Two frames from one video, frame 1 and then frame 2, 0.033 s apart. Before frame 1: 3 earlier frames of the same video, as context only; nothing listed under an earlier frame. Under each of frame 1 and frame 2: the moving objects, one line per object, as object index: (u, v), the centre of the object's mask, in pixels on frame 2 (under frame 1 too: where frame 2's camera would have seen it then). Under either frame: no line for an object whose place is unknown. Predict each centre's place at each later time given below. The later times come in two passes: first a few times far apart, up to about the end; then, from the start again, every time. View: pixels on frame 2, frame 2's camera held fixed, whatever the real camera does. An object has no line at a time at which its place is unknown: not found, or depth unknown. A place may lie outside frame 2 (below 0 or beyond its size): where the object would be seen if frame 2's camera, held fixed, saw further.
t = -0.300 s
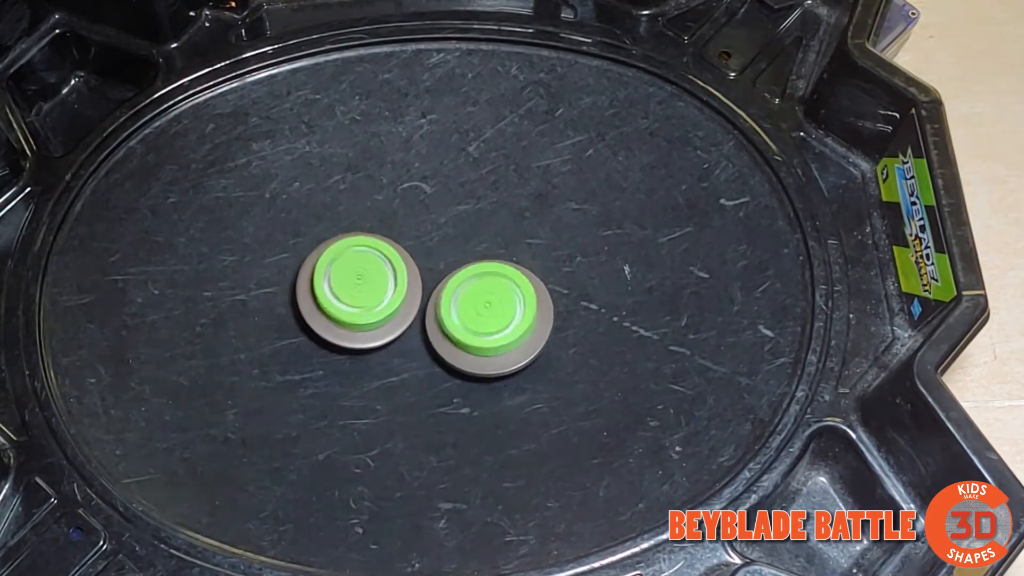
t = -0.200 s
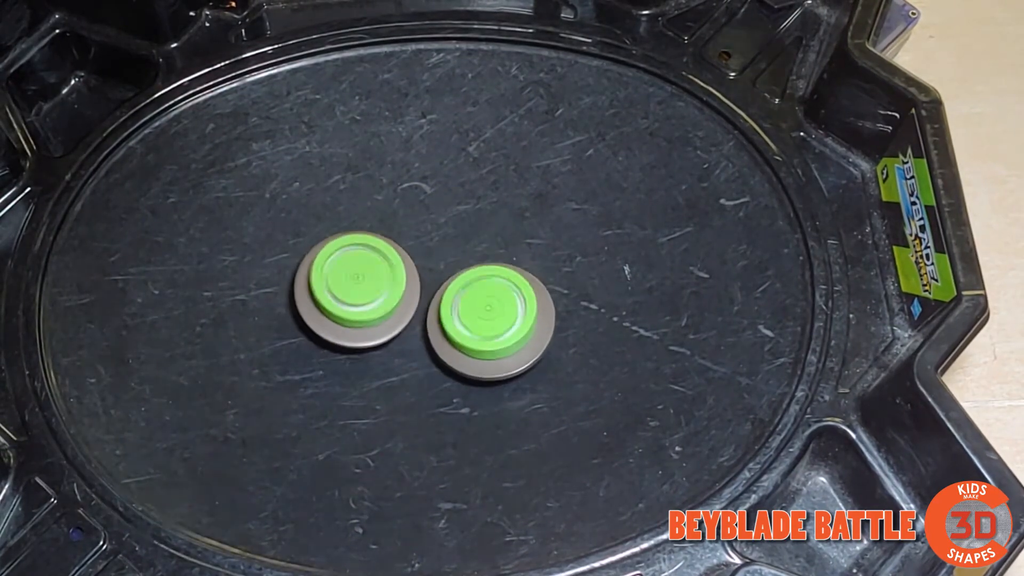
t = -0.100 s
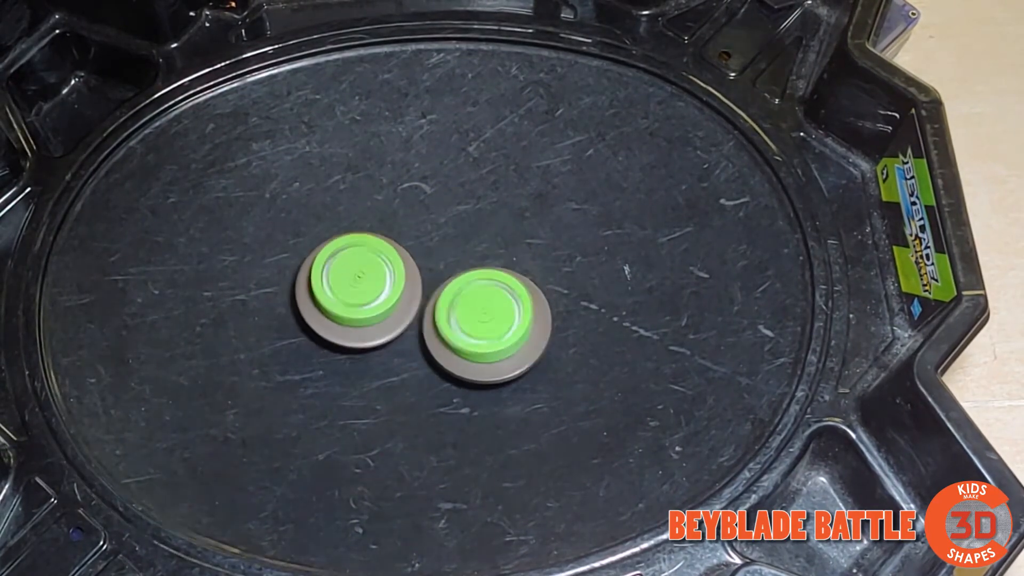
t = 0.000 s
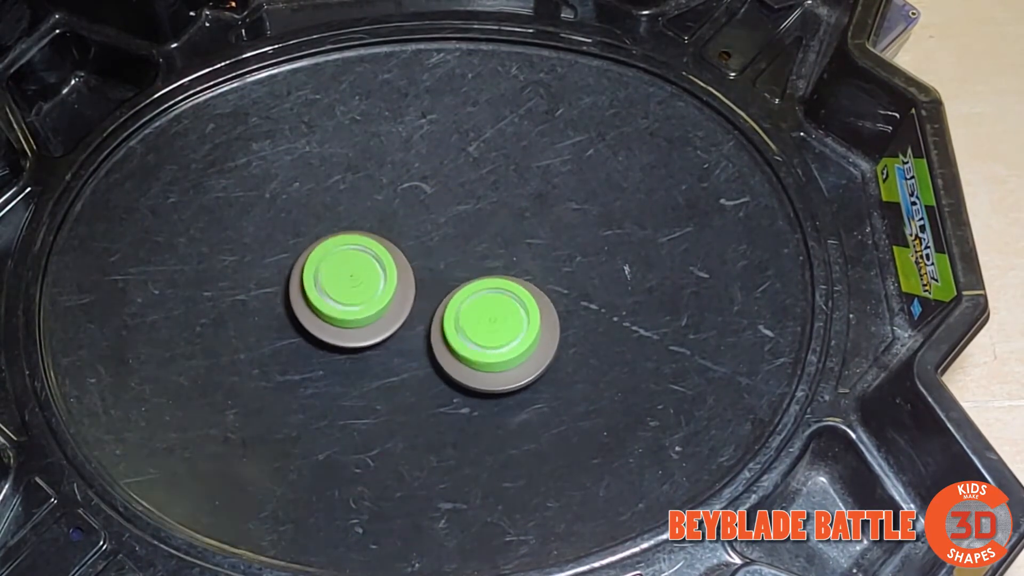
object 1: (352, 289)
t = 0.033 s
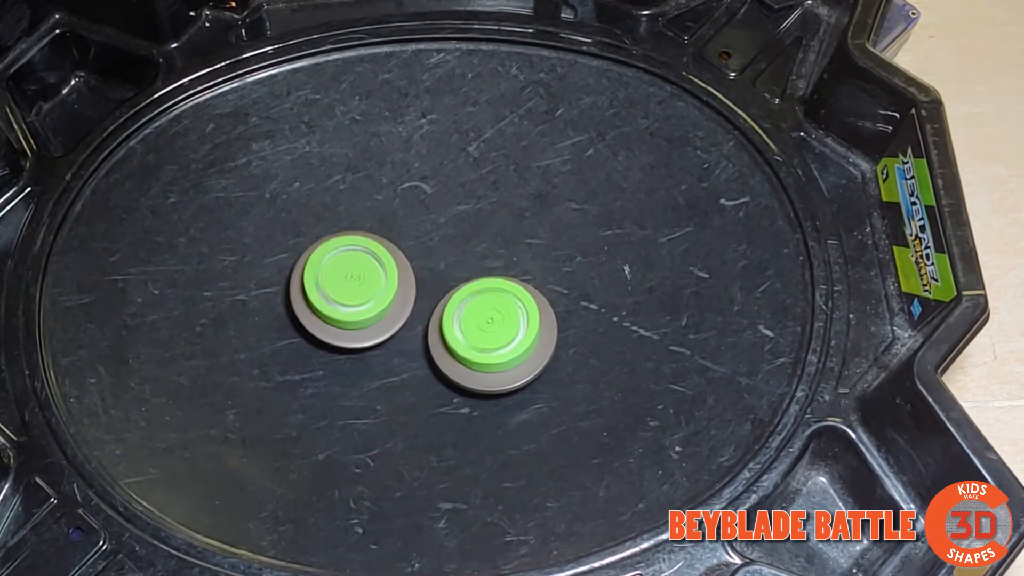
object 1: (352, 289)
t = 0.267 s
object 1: (357, 291)
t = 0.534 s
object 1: (360, 284)
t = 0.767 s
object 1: (356, 279)
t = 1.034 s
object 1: (346, 272)
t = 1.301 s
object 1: (348, 271)
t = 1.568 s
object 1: (349, 265)
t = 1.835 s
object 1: (354, 258)
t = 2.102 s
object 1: (352, 250)
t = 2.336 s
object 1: (353, 252)
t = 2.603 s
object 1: (358, 259)
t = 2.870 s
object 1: (361, 265)
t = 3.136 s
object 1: (355, 268)
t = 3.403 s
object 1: (345, 276)
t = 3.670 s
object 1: (347, 287)
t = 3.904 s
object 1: (350, 297)
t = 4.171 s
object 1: (345, 297)
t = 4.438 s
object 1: (341, 296)
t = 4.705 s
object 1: (345, 296)
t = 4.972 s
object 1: (345, 296)
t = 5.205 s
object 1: (350, 294)
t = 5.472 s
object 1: (351, 292)
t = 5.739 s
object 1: (348, 290)
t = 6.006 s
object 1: (353, 294)
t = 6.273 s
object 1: (355, 294)
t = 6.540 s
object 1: (350, 296)
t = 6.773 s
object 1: (351, 297)
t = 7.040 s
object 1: (349, 300)
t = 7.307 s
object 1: (343, 299)
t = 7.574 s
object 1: (344, 298)
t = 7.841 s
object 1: (342, 295)
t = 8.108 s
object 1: (344, 296)
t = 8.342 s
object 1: (348, 299)
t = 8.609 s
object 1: (347, 299)
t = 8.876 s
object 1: (348, 299)
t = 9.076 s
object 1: (349, 300)
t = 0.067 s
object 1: (354, 290)
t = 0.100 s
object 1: (357, 292)
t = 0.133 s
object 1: (359, 293)
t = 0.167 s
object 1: (358, 293)
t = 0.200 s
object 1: (356, 292)
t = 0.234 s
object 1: (356, 292)
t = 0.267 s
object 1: (357, 291)
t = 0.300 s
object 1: (359, 291)
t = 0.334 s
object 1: (360, 291)
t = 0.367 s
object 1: (360, 290)
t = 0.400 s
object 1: (357, 287)
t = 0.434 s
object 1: (357, 286)
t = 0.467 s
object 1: (359, 285)
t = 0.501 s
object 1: (360, 285)
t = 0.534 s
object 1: (360, 284)
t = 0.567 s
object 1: (359, 283)
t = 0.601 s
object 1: (358, 282)
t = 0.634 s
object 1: (358, 281)
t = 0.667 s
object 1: (355, 279)
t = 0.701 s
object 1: (354, 278)
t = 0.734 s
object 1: (354, 278)
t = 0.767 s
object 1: (356, 279)
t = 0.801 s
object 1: (356, 279)
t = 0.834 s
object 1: (352, 276)
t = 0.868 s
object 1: (350, 274)
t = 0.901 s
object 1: (350, 274)
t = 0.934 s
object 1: (351, 275)
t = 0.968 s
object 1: (353, 276)
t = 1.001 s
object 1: (351, 275)
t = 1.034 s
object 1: (346, 272)
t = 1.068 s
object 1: (344, 269)
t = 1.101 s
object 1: (344, 269)
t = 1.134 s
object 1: (345, 269)
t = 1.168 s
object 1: (347, 270)
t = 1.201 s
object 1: (349, 272)
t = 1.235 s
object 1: (349, 271)
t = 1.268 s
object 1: (348, 271)
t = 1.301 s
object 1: (348, 271)
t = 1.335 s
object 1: (347, 270)
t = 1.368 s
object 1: (348, 270)
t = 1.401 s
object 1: (346, 267)
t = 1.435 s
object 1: (346, 266)
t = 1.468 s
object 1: (347, 265)
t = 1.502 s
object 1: (349, 267)
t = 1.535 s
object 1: (350, 266)
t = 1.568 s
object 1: (349, 265)
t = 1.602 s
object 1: (351, 265)
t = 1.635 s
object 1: (352, 264)
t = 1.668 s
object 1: (352, 263)
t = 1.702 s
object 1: (349, 258)
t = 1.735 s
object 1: (348, 256)
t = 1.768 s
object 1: (349, 256)
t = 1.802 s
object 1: (351, 257)
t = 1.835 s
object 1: (354, 258)
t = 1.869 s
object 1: (349, 252)
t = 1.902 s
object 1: (346, 249)
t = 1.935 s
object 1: (346, 248)
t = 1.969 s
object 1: (347, 248)
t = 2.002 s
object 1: (350, 250)
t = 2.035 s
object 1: (353, 252)
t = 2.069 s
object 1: (356, 255)
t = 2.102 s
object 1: (352, 250)
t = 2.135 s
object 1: (349, 247)
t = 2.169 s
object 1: (348, 246)
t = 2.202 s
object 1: (349, 247)
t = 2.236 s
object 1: (351, 248)
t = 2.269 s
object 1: (353, 251)
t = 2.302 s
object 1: (354, 252)
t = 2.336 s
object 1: (353, 252)
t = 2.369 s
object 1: (353, 253)
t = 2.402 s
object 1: (353, 254)
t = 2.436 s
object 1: (354, 255)
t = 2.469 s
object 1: (355, 256)
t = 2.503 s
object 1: (355, 256)
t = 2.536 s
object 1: (356, 257)
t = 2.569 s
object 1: (358, 259)
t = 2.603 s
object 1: (358, 259)
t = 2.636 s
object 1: (359, 260)
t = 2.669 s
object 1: (360, 261)
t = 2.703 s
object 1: (360, 261)
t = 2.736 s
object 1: (360, 262)
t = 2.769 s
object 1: (361, 263)
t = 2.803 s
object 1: (362, 265)
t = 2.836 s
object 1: (361, 265)
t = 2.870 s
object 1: (361, 265)
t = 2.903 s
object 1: (360, 265)
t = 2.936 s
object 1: (360, 266)
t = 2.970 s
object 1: (360, 267)
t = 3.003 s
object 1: (360, 267)
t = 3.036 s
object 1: (360, 268)
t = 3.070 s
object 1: (361, 270)
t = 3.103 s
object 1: (358, 268)
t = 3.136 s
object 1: (355, 268)
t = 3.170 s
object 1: (355, 269)
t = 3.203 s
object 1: (355, 270)
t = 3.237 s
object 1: (356, 272)
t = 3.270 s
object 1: (356, 274)
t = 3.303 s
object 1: (355, 276)
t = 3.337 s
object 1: (350, 275)
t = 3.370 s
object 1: (346, 275)
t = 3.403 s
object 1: (345, 276)
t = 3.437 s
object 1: (345, 278)
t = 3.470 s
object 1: (346, 280)
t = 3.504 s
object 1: (345, 280)
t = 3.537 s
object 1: (342, 280)
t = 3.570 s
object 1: (342, 281)
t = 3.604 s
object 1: (343, 283)
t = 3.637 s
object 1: (346, 285)
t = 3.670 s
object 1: (347, 287)
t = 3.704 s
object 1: (345, 288)
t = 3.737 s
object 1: (346, 290)
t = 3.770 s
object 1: (348, 292)
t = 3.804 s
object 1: (349, 293)
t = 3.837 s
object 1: (348, 294)
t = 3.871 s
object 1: (348, 295)
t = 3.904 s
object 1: (350, 297)
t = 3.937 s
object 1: (350, 297)
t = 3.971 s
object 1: (348, 297)
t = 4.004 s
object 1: (348, 297)
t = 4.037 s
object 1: (349, 298)
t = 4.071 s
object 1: (351, 298)
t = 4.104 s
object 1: (350, 297)
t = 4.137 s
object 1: (346, 297)
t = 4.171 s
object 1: (345, 297)
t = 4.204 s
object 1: (346, 296)
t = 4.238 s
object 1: (347, 296)
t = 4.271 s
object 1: (349, 297)
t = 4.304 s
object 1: (346, 296)
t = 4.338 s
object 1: (342, 296)
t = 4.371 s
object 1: (341, 295)
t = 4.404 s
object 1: (340, 295)
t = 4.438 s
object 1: (341, 296)
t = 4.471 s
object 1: (344, 296)
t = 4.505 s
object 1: (347, 297)
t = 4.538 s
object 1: (350, 298)
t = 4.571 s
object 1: (347, 298)
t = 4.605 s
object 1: (346, 298)
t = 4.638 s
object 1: (346, 297)
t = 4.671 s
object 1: (347, 297)
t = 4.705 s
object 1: (345, 296)
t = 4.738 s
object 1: (343, 296)
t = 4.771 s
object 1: (343, 295)
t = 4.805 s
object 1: (343, 296)
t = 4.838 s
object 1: (346, 297)
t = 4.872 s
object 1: (345, 296)
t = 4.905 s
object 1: (344, 296)
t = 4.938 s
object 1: (343, 296)
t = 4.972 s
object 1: (345, 296)
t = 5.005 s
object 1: (348, 296)
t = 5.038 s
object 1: (349, 296)
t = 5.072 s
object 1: (346, 295)
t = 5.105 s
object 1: (345, 295)
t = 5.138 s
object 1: (346, 294)
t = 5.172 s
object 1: (347, 294)
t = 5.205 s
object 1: (350, 294)
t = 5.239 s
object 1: (350, 293)
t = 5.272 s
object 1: (346, 291)
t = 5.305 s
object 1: (344, 291)
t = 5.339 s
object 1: (344, 291)
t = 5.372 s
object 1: (345, 291)
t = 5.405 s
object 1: (346, 291)
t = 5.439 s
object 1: (349, 292)
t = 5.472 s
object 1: (351, 292)
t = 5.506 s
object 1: (350, 292)
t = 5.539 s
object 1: (350, 292)
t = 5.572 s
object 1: (351, 292)
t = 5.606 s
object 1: (350, 291)
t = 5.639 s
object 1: (349, 291)
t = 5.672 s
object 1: (352, 291)
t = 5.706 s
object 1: (352, 291)
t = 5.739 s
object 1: (348, 290)
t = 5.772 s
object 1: (347, 290)
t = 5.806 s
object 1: (348, 290)
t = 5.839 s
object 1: (350, 291)
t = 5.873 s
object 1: (352, 292)
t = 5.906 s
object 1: (355, 293)
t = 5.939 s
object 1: (355, 293)
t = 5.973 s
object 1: (355, 293)
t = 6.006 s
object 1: (353, 294)
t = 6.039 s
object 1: (352, 293)
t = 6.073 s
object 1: (352, 293)
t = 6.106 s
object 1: (353, 293)
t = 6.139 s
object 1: (355, 293)
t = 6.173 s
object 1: (354, 293)
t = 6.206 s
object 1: (355, 294)
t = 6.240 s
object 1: (356, 294)
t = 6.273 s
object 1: (355, 294)
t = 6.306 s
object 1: (355, 295)
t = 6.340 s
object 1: (354, 294)
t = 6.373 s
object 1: (349, 293)
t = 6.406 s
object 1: (346, 294)
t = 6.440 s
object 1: (346, 294)
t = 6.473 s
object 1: (347, 294)
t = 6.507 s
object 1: (348, 295)
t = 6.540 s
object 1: (350, 296)
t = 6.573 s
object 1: (353, 296)
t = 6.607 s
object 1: (349, 297)
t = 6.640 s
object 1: (347, 297)
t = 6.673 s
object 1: (347, 296)
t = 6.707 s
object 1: (347, 297)
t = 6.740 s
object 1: (350, 297)
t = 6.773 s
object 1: (351, 297)
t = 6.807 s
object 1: (346, 298)
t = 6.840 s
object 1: (344, 299)
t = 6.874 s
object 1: (343, 299)
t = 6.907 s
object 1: (344, 300)
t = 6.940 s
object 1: (346, 300)
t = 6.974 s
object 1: (348, 300)
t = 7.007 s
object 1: (350, 300)
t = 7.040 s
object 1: (349, 300)
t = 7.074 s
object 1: (347, 299)
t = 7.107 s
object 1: (347, 299)
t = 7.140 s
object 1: (348, 298)
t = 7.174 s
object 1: (349, 298)
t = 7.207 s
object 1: (347, 299)
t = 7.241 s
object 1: (344, 299)
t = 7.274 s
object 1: (343, 299)
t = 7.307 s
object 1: (343, 299)
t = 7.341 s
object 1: (345, 299)
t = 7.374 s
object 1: (347, 299)
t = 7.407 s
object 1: (349, 300)
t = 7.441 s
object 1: (347, 299)
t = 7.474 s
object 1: (346, 299)
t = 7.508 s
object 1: (348, 299)
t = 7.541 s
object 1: (347, 298)
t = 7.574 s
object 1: (344, 298)
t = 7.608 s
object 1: (344, 297)
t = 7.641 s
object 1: (345, 296)
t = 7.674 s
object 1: (347, 296)
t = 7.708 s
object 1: (348, 296)
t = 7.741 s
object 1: (342, 294)
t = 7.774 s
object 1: (341, 295)
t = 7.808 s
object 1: (341, 294)
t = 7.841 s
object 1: (342, 295)
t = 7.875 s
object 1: (345, 295)
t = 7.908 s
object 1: (347, 295)
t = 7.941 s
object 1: (350, 296)
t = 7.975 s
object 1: (351, 296)
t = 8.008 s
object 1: (351, 296)
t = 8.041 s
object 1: (349, 296)
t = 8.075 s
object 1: (345, 295)
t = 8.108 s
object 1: (344, 296)
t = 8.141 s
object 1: (345, 297)
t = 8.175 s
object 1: (346, 297)
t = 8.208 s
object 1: (348, 298)
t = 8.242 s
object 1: (352, 298)
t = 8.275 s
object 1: (348, 298)
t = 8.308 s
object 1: (348, 299)
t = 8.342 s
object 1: (348, 299)
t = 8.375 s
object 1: (349, 300)
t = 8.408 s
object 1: (349, 300)
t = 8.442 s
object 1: (347, 299)
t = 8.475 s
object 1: (347, 300)
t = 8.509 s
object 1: (348, 299)
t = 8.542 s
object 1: (346, 299)
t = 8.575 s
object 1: (347, 299)
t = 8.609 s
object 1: (347, 299)
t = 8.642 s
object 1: (348, 300)
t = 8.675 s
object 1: (348, 299)
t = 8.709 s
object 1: (349, 300)
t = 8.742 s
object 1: (349, 299)
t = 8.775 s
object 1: (346, 298)
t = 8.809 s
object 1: (346, 299)
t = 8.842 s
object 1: (347, 299)
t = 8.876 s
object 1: (348, 299)
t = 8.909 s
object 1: (348, 299)
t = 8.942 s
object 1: (344, 299)
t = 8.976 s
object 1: (344, 300)
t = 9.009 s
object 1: (344, 299)
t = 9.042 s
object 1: (346, 300)
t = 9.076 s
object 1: (349, 300)
